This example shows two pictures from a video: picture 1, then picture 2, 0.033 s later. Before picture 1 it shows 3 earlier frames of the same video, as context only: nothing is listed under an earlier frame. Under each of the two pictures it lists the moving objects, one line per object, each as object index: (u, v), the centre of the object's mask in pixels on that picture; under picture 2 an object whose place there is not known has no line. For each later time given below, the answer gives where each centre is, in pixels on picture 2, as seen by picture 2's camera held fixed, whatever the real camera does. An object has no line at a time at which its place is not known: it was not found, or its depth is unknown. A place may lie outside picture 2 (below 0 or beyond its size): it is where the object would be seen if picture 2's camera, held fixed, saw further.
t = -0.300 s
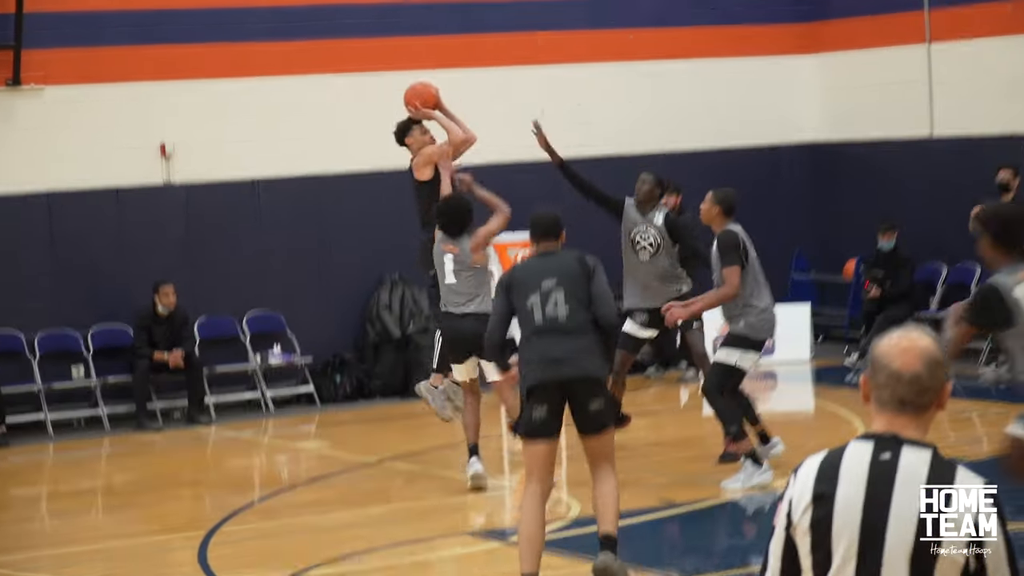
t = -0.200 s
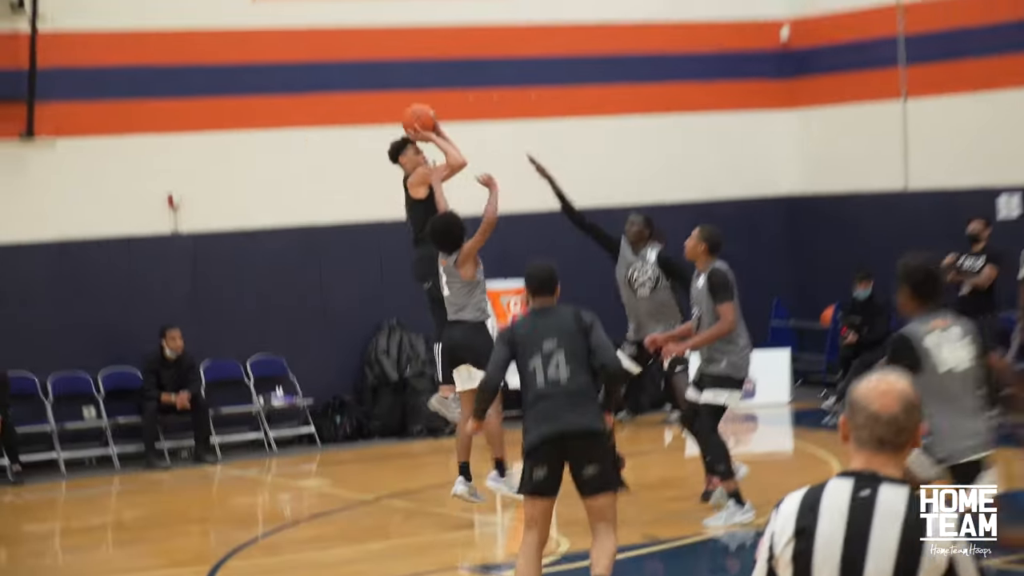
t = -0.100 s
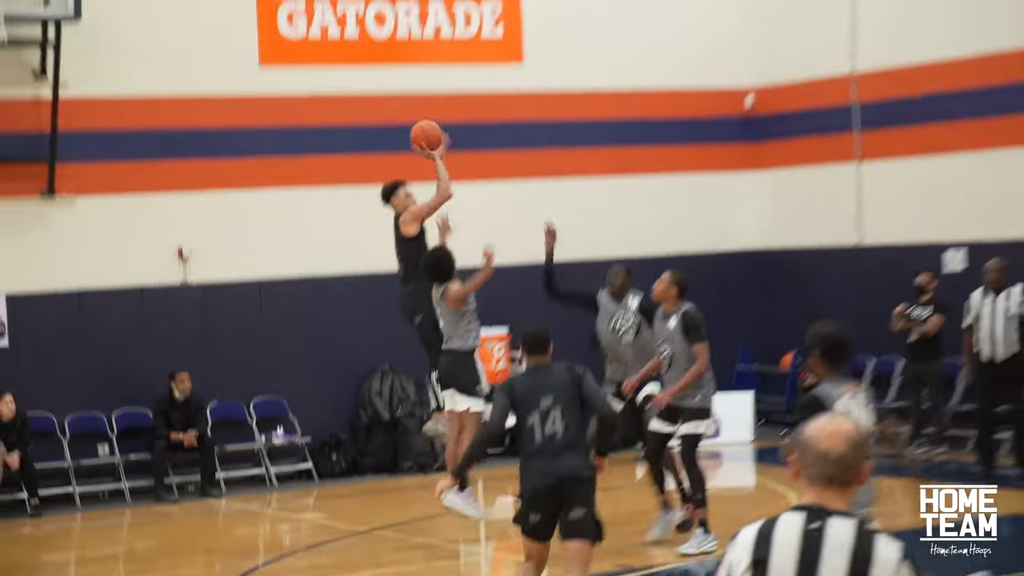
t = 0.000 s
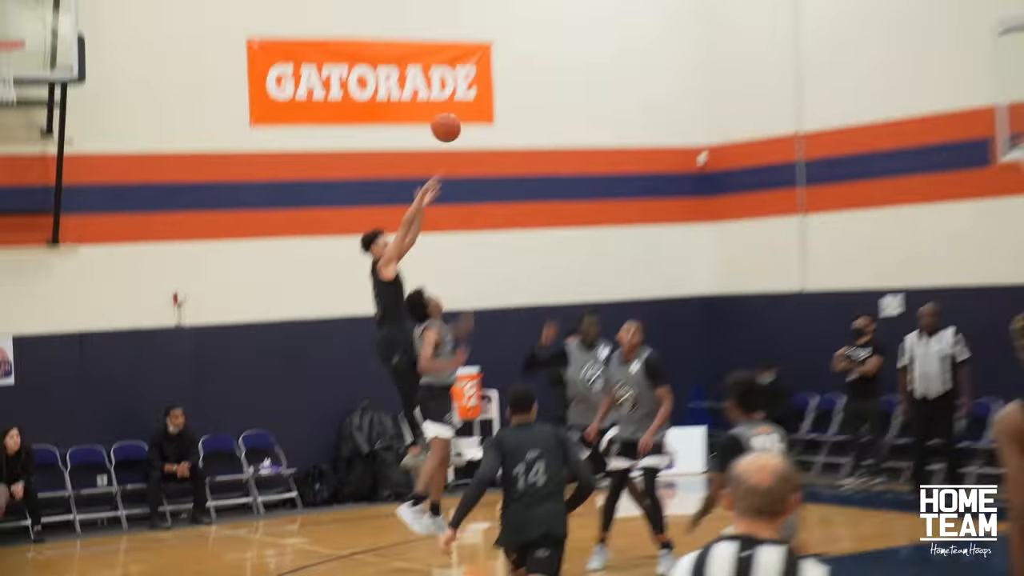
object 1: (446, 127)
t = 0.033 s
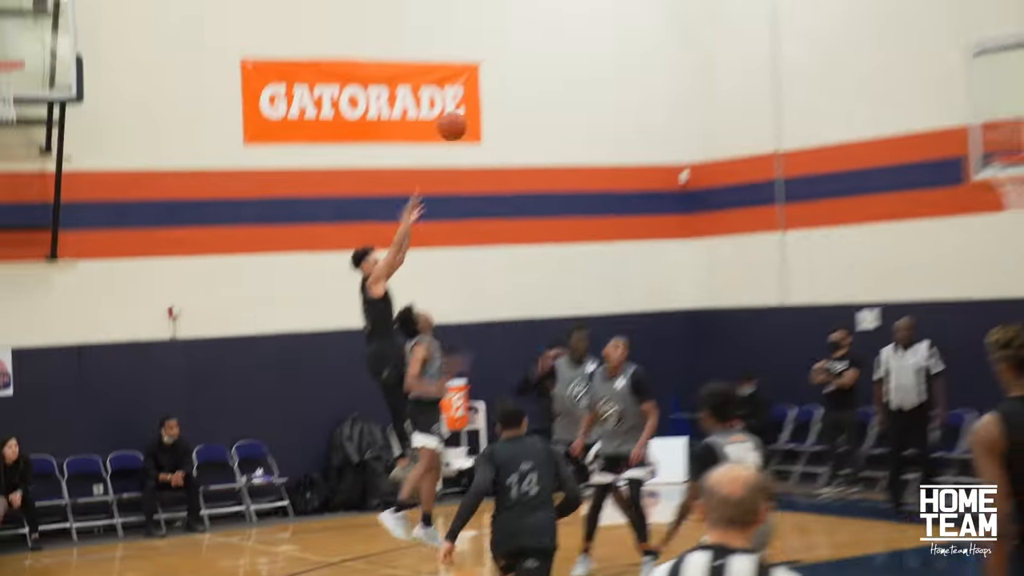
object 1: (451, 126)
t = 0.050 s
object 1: (462, 117)
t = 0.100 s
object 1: (493, 91)
